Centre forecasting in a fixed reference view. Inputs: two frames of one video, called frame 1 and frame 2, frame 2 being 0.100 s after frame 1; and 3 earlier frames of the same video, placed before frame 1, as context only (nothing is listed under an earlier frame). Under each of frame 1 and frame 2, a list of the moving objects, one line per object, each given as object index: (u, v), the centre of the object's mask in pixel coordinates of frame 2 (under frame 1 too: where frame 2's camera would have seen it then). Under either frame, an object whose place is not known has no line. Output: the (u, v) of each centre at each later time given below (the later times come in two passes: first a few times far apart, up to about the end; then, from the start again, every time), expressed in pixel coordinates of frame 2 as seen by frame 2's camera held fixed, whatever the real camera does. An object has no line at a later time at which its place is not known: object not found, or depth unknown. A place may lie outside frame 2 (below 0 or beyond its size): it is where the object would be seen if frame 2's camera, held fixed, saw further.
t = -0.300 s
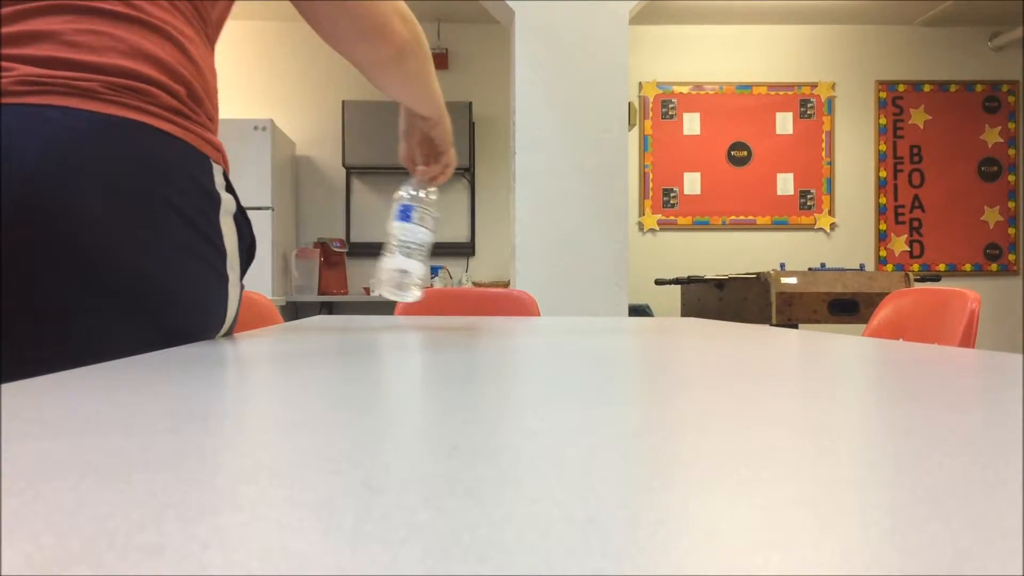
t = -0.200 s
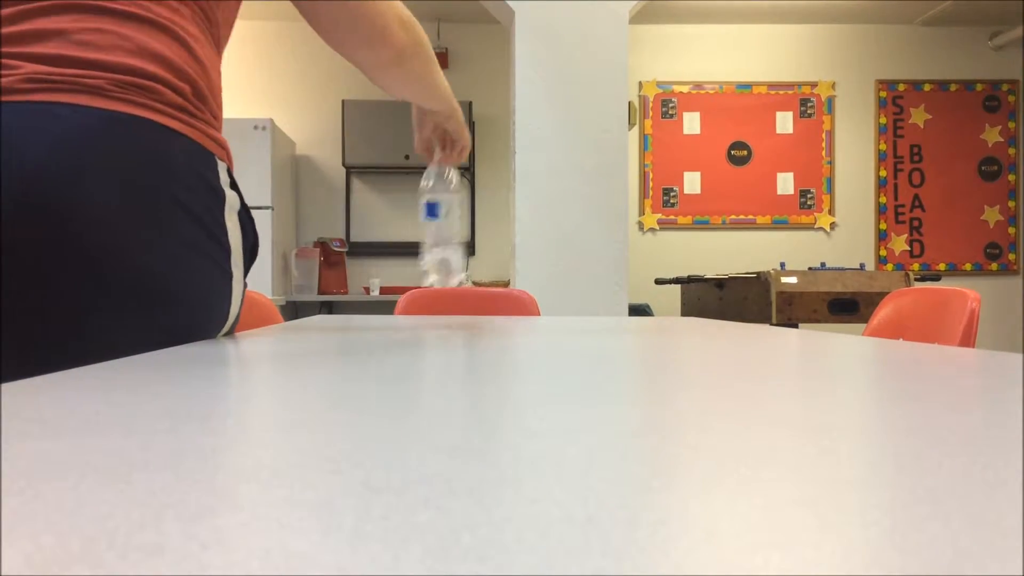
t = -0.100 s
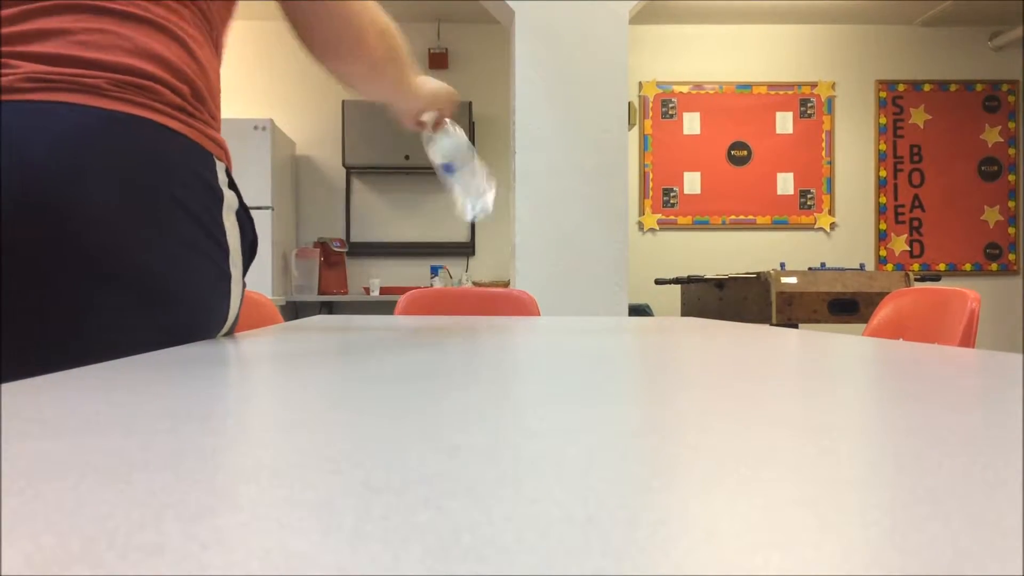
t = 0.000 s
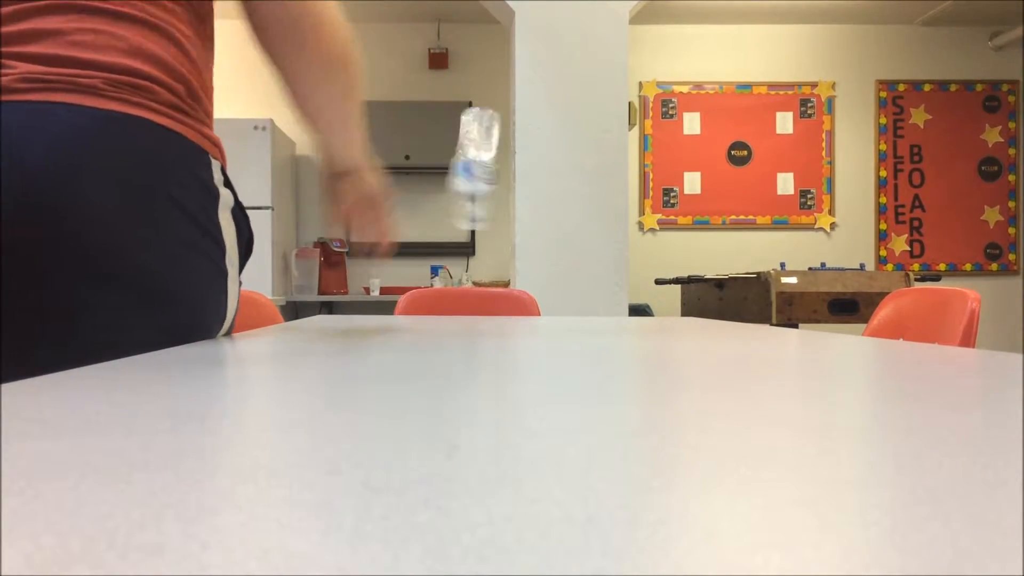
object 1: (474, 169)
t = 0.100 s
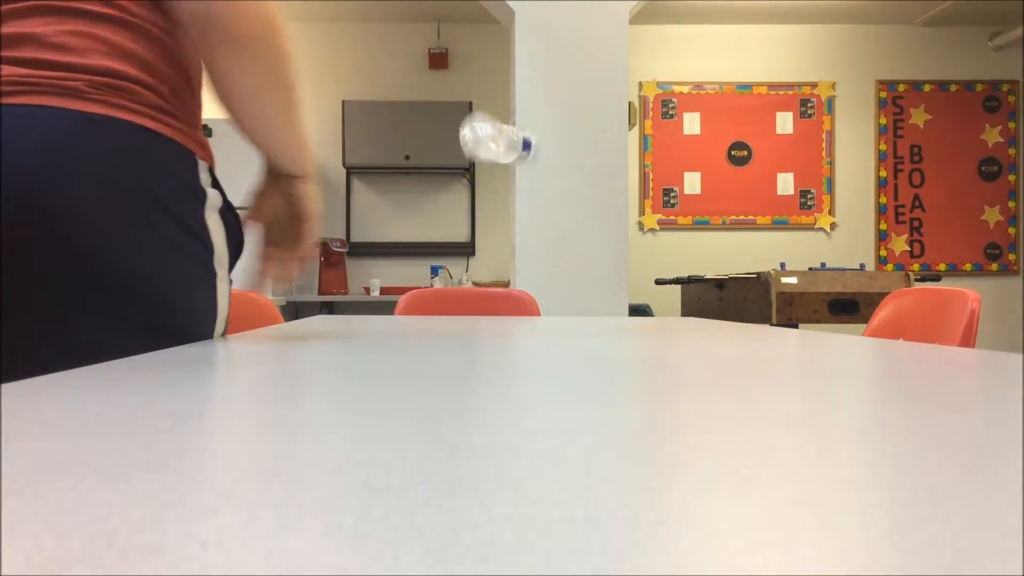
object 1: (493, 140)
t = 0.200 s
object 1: (502, 193)
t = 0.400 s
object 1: (498, 266)
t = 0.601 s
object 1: (474, 283)
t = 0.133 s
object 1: (497, 152)
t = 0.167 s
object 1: (499, 169)
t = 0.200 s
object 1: (502, 193)
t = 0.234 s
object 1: (504, 227)
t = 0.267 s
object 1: (507, 261)
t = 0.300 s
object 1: (504, 265)
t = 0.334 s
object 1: (502, 265)
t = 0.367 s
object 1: (500, 265)
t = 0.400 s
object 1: (498, 266)
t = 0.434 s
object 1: (496, 267)
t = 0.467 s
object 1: (493, 268)
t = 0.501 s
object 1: (489, 269)
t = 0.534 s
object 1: (485, 272)
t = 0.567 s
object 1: (480, 276)
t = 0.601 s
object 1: (474, 283)
